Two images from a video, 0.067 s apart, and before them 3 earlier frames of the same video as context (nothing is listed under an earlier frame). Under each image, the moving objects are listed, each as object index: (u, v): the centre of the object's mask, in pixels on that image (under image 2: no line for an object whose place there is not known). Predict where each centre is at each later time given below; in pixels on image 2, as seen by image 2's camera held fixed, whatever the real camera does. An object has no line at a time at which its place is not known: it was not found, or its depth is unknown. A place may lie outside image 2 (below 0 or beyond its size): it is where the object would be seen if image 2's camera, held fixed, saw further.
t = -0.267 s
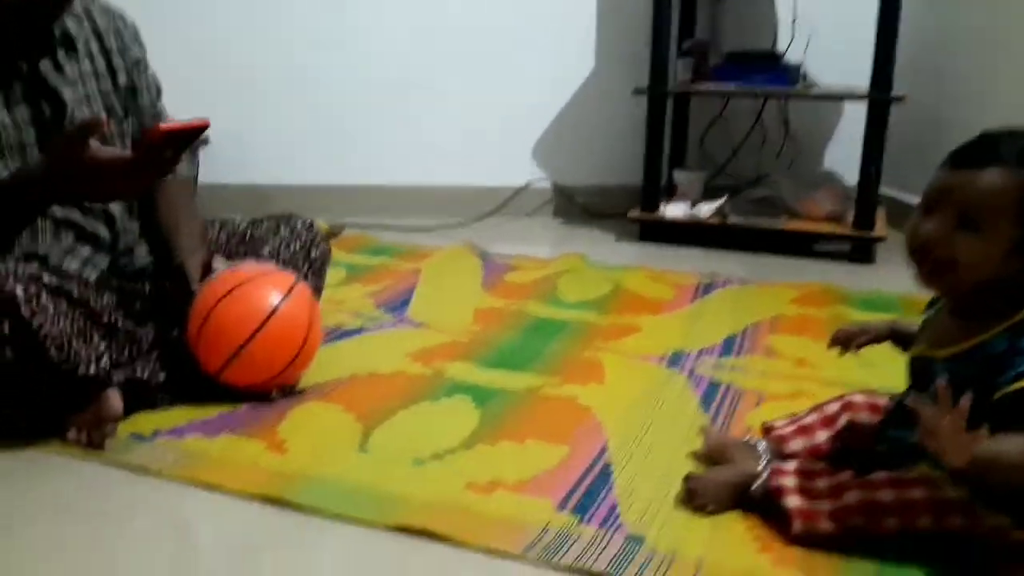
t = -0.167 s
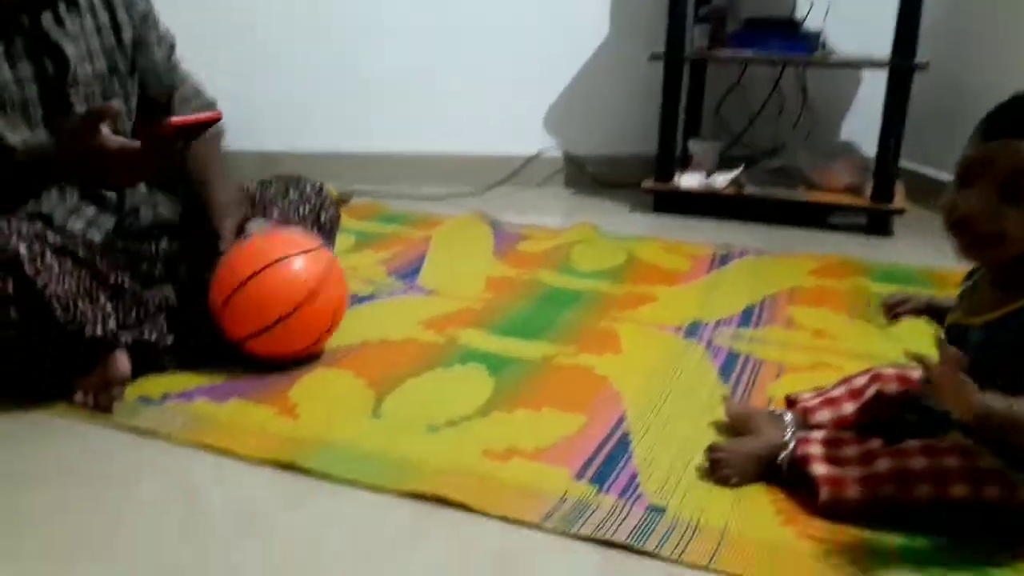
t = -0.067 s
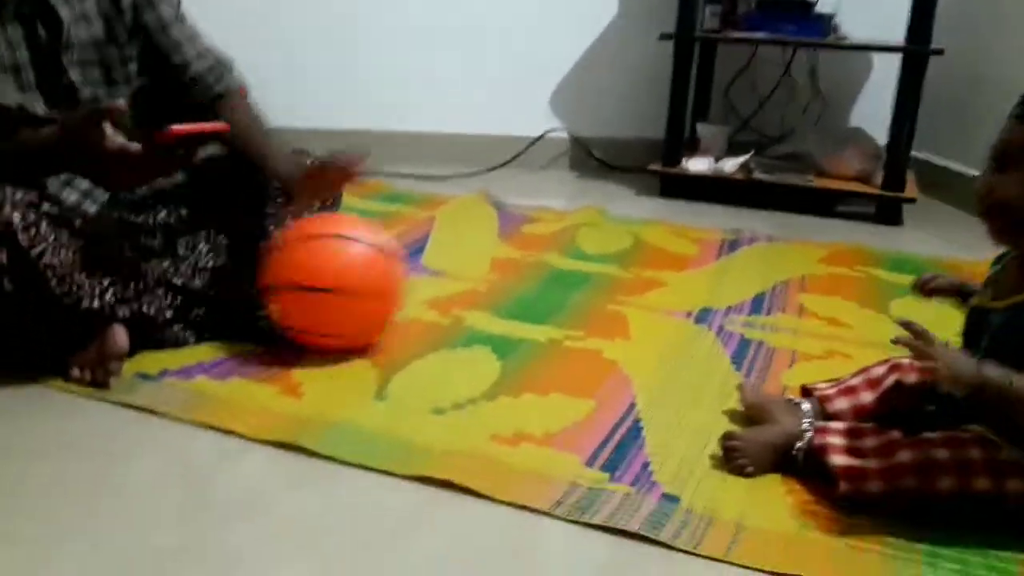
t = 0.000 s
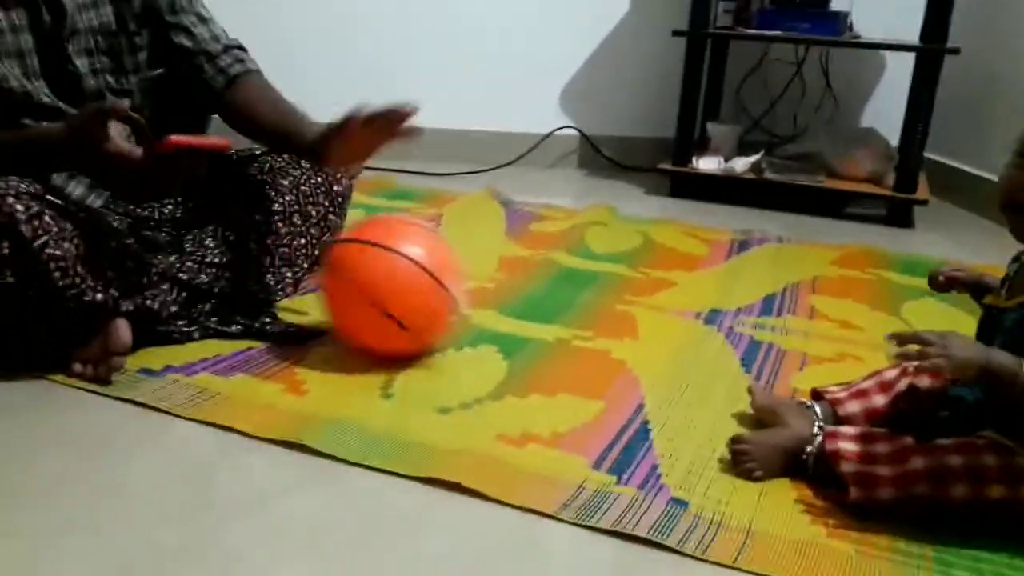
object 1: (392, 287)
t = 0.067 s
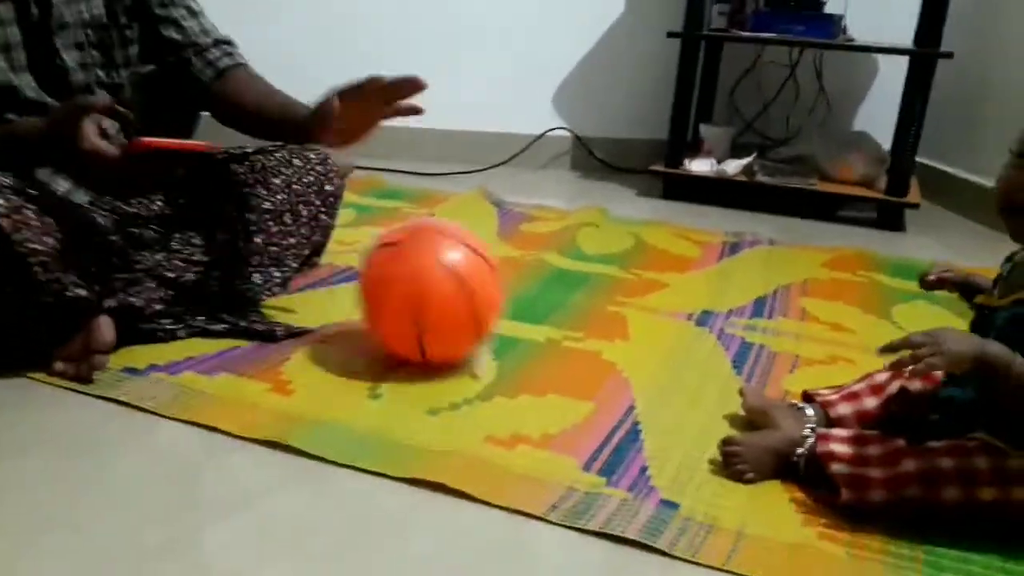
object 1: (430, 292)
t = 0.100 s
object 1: (456, 296)
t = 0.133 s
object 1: (481, 297)
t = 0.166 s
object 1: (505, 301)
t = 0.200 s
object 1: (531, 306)
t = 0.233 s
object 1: (557, 307)
